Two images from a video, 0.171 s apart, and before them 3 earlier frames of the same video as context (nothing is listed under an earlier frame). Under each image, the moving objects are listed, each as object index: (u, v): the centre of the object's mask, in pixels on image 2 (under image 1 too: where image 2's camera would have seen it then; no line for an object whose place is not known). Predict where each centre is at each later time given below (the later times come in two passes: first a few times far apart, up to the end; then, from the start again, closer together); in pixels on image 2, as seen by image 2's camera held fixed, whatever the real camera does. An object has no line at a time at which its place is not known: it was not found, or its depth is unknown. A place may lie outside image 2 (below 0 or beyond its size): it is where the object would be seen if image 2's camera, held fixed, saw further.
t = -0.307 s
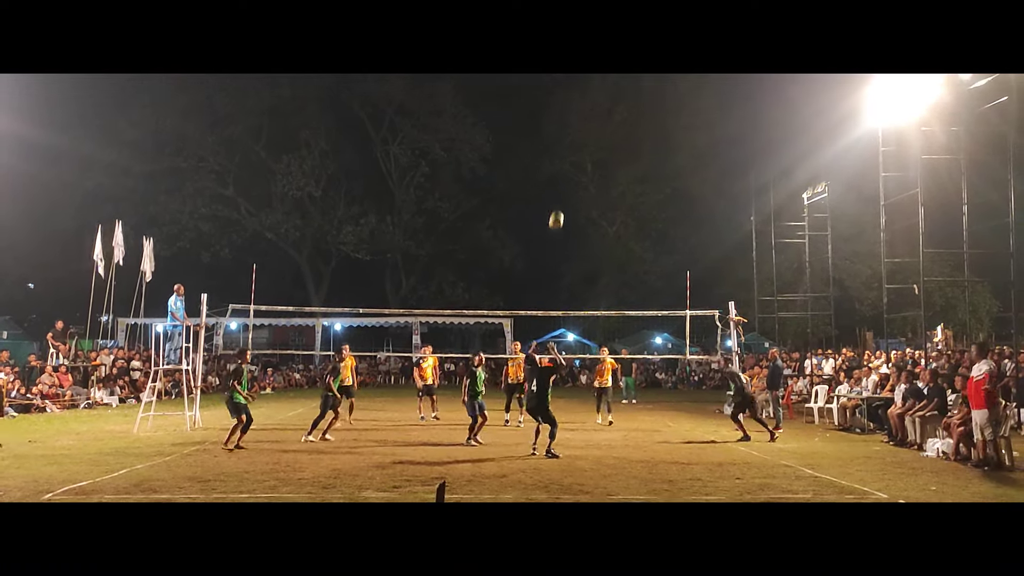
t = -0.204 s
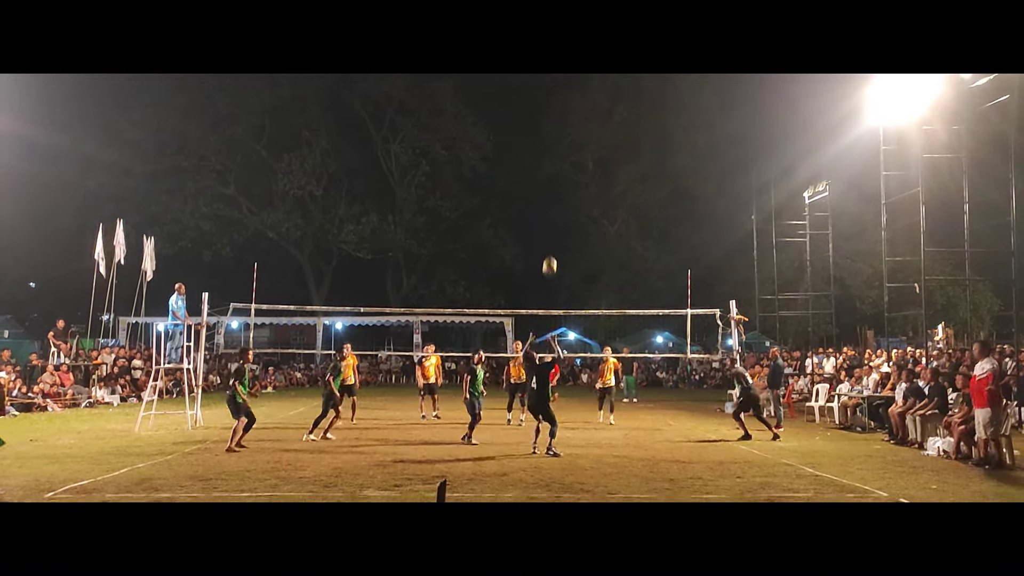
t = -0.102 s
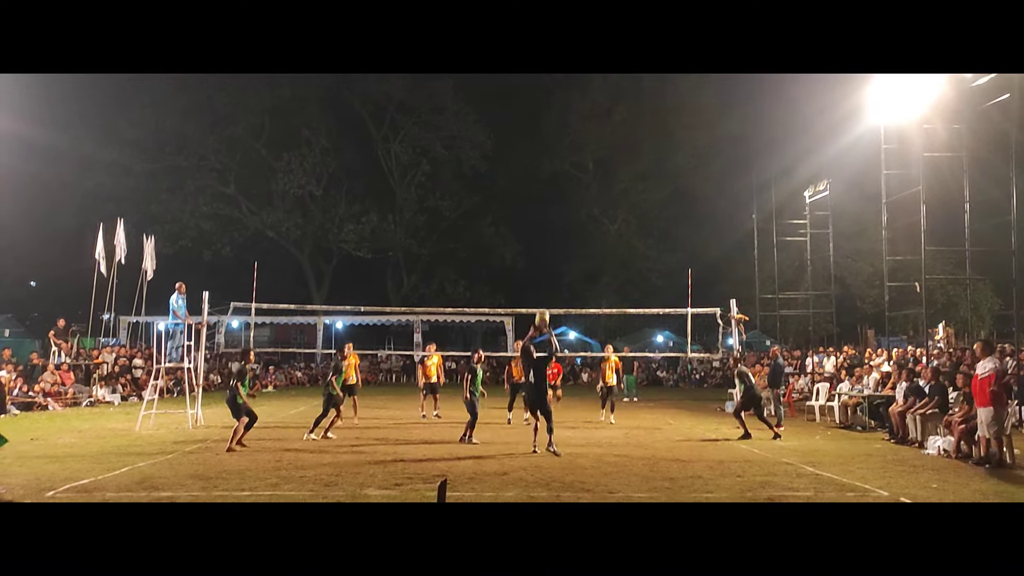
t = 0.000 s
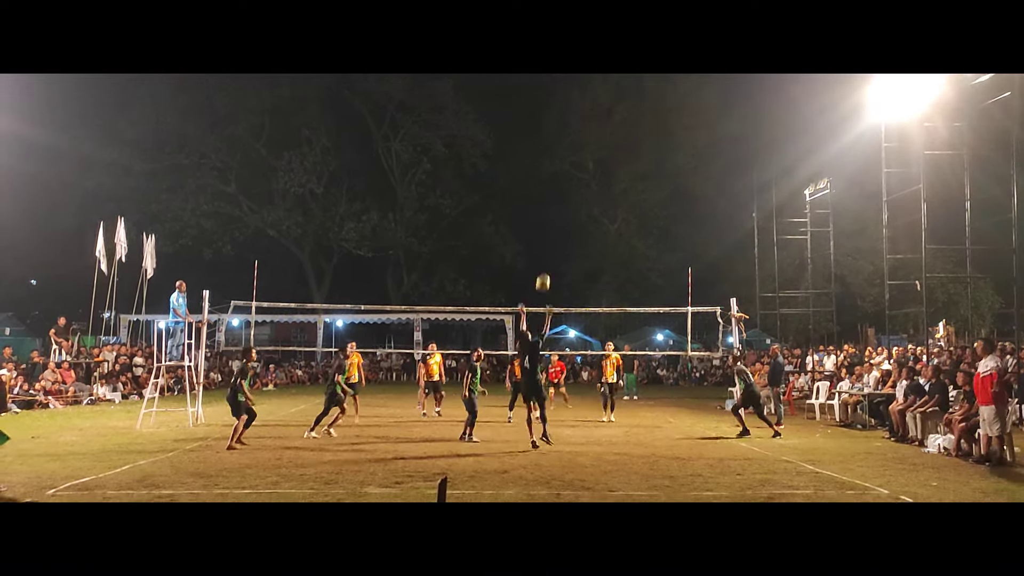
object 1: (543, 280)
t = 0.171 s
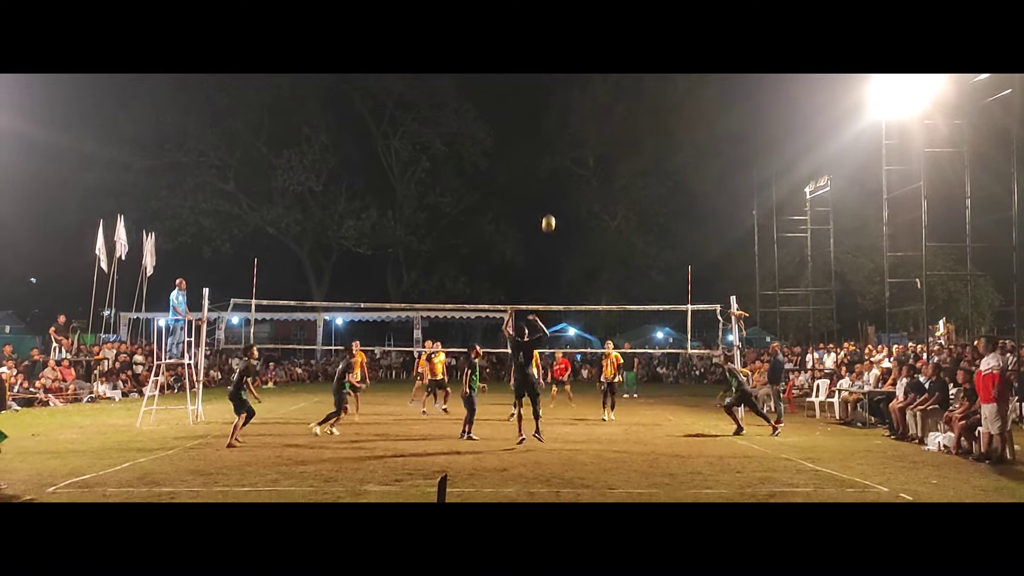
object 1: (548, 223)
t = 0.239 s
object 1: (551, 207)
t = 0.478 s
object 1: (559, 172)
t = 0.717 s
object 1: (567, 168)
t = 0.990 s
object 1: (575, 198)
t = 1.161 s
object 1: (579, 233)
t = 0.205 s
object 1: (550, 214)
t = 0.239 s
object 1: (551, 207)
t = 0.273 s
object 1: (552, 199)
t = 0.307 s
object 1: (554, 193)
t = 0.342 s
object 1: (555, 188)
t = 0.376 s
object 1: (556, 183)
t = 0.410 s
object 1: (557, 178)
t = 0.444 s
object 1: (558, 175)
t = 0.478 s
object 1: (559, 172)
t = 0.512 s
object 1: (561, 169)
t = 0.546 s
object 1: (562, 168)
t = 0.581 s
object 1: (563, 167)
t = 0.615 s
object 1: (564, 166)
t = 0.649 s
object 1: (565, 166)
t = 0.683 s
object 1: (566, 167)
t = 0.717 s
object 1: (567, 168)
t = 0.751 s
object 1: (568, 170)
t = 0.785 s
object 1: (569, 172)
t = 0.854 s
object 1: (571, 179)
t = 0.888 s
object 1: (572, 182)
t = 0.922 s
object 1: (573, 187)
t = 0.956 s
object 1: (574, 192)
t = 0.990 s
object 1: (575, 198)
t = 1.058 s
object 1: (577, 210)
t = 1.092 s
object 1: (578, 217)
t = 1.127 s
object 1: (578, 225)
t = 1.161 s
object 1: (579, 233)
